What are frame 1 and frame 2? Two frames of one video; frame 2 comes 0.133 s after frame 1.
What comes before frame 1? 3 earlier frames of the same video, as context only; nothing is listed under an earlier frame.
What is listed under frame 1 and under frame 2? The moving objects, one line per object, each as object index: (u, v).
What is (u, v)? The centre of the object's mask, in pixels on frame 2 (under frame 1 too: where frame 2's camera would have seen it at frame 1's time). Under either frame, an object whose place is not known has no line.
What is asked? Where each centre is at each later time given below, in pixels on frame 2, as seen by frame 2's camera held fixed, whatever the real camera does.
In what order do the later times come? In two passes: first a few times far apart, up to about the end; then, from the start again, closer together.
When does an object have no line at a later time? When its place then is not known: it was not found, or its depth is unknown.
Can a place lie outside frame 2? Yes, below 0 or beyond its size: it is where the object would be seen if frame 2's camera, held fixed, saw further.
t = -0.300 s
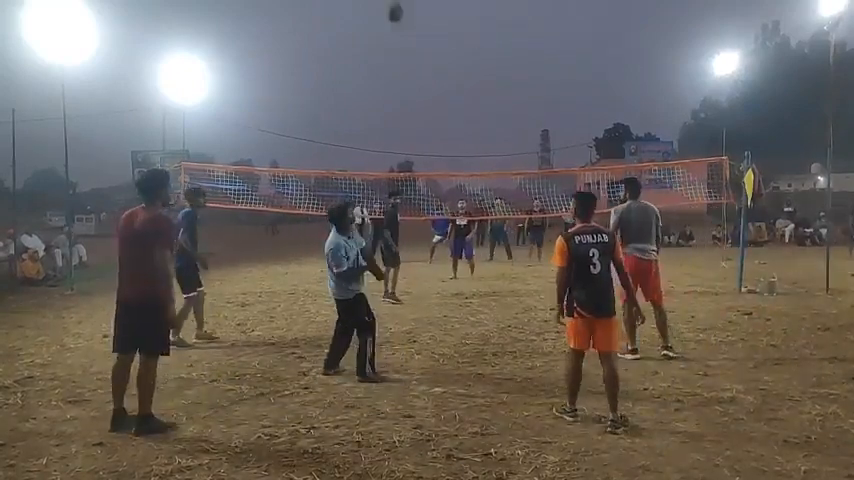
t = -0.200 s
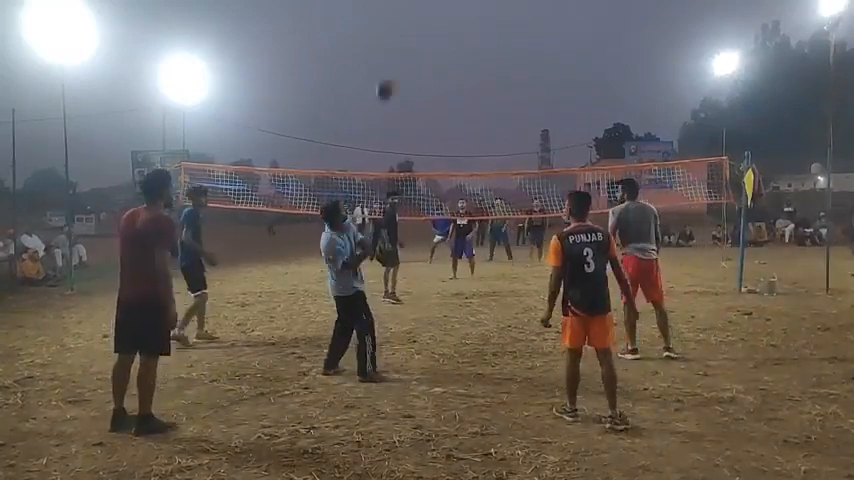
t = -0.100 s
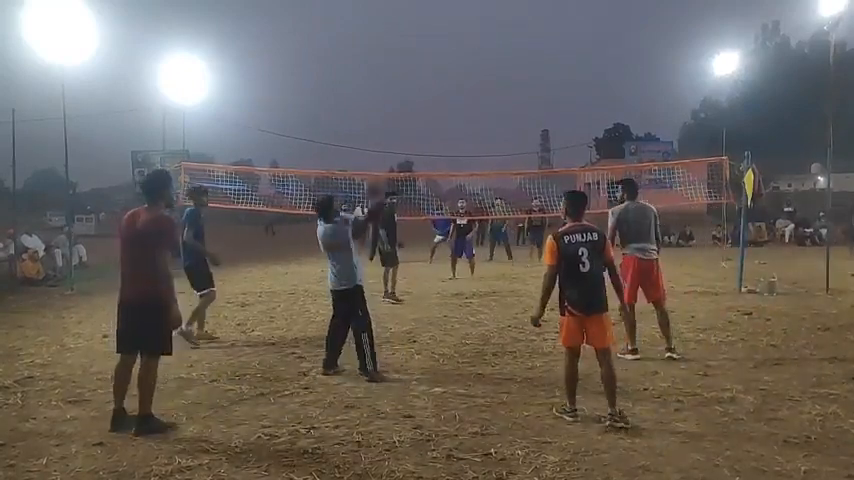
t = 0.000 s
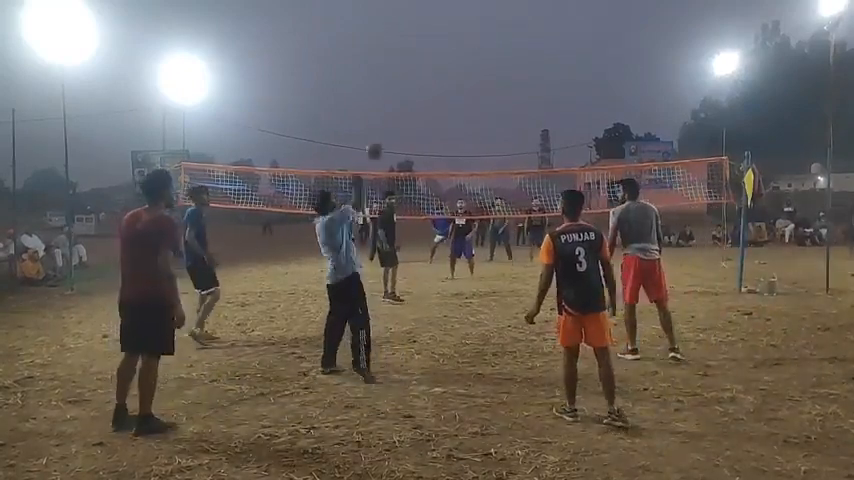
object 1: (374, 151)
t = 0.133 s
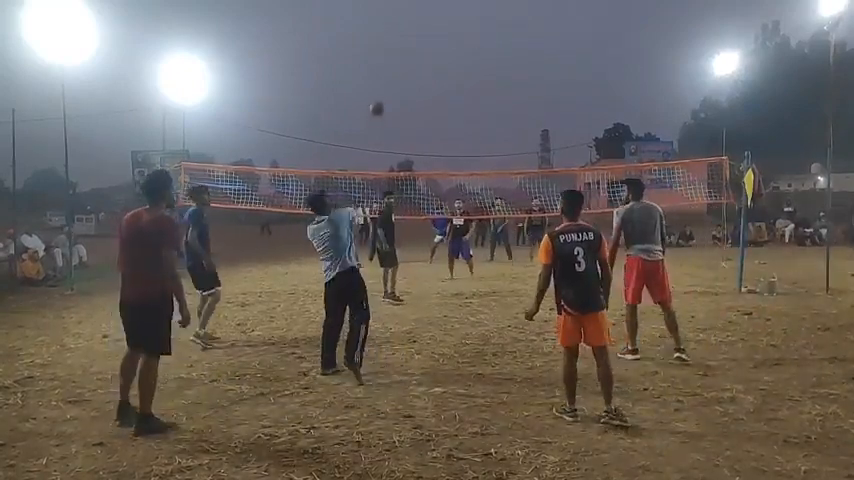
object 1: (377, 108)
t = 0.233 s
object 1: (378, 95)
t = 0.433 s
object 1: (381, 95)
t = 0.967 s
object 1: (388, 187)
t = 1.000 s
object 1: (387, 193)
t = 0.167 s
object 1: (377, 103)
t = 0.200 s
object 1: (378, 98)
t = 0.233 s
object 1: (378, 95)
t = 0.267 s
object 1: (379, 92)
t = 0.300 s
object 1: (379, 91)
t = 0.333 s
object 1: (380, 91)
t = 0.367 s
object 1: (380, 91)
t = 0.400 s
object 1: (380, 93)
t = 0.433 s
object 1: (381, 95)
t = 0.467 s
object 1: (381, 97)
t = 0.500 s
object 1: (382, 101)
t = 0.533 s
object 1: (382, 105)
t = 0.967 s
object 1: (388, 187)
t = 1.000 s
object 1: (387, 193)
